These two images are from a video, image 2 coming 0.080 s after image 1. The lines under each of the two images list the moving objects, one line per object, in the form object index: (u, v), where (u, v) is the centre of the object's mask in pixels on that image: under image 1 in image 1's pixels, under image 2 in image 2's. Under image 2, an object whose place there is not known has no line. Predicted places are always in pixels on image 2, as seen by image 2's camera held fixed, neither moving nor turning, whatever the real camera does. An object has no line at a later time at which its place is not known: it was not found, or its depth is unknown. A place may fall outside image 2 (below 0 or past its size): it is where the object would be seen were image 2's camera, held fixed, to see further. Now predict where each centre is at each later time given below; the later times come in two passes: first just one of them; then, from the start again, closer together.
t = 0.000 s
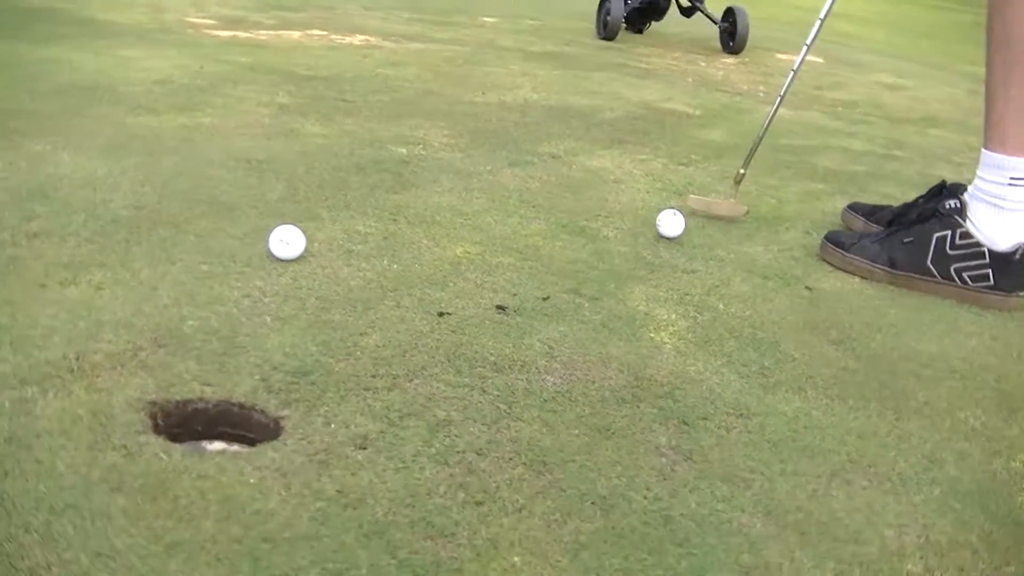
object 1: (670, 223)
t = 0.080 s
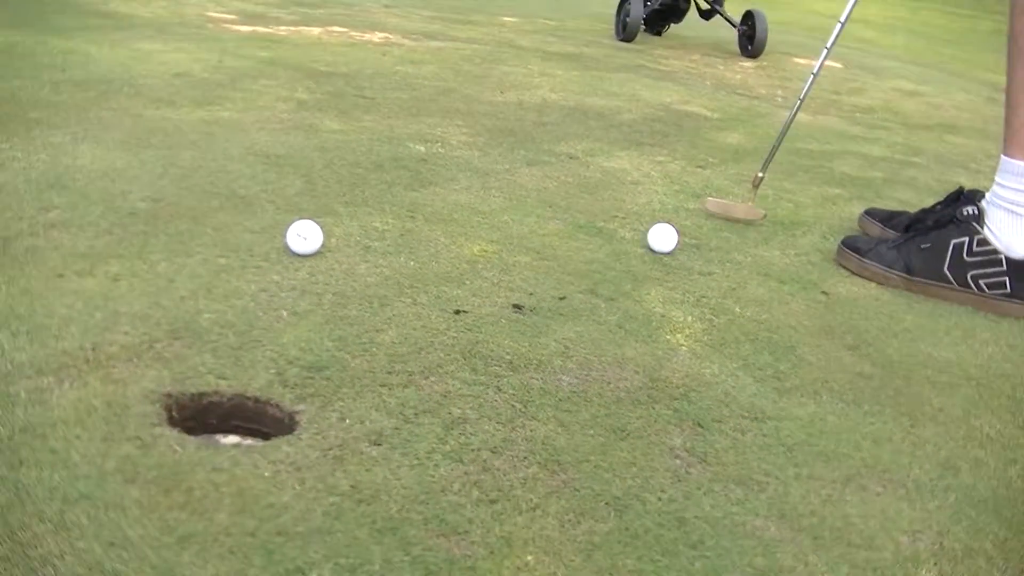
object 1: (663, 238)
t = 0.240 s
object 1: (613, 257)
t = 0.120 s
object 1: (651, 241)
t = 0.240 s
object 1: (613, 257)
